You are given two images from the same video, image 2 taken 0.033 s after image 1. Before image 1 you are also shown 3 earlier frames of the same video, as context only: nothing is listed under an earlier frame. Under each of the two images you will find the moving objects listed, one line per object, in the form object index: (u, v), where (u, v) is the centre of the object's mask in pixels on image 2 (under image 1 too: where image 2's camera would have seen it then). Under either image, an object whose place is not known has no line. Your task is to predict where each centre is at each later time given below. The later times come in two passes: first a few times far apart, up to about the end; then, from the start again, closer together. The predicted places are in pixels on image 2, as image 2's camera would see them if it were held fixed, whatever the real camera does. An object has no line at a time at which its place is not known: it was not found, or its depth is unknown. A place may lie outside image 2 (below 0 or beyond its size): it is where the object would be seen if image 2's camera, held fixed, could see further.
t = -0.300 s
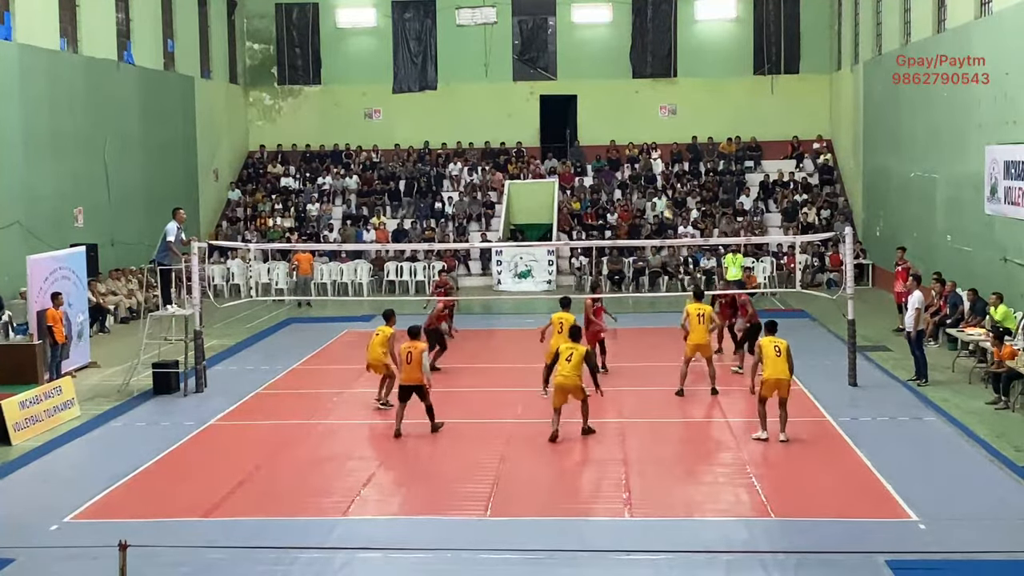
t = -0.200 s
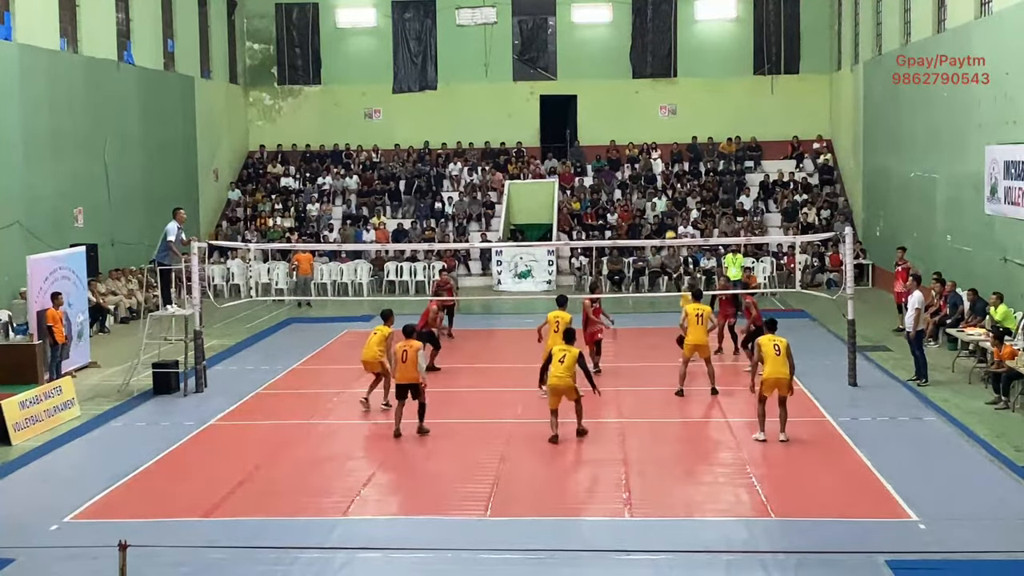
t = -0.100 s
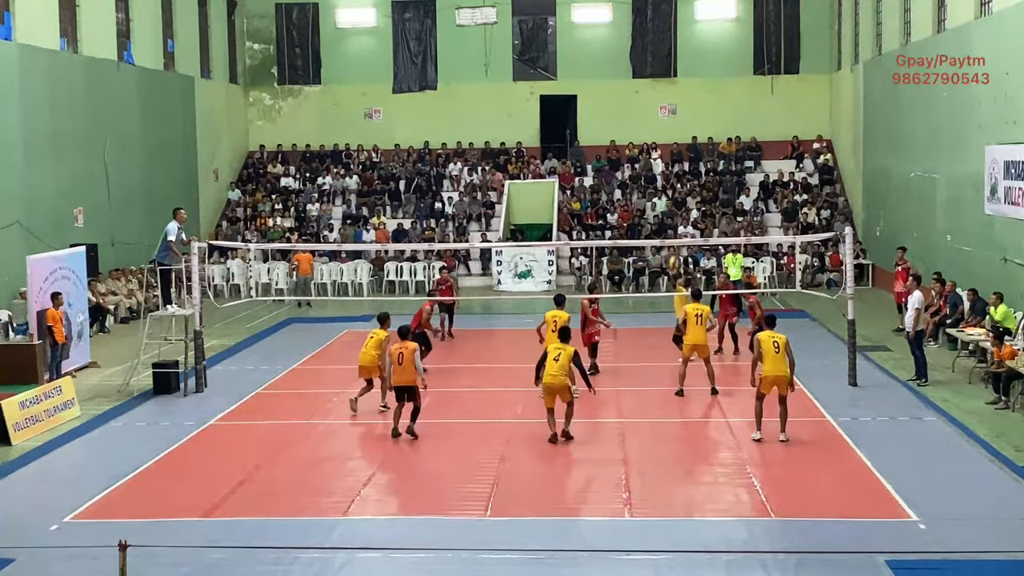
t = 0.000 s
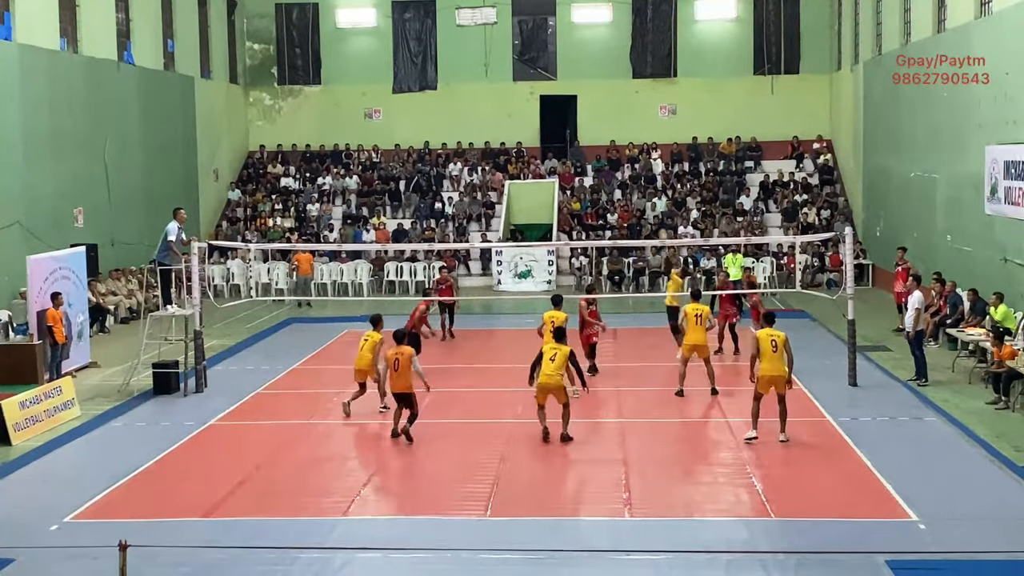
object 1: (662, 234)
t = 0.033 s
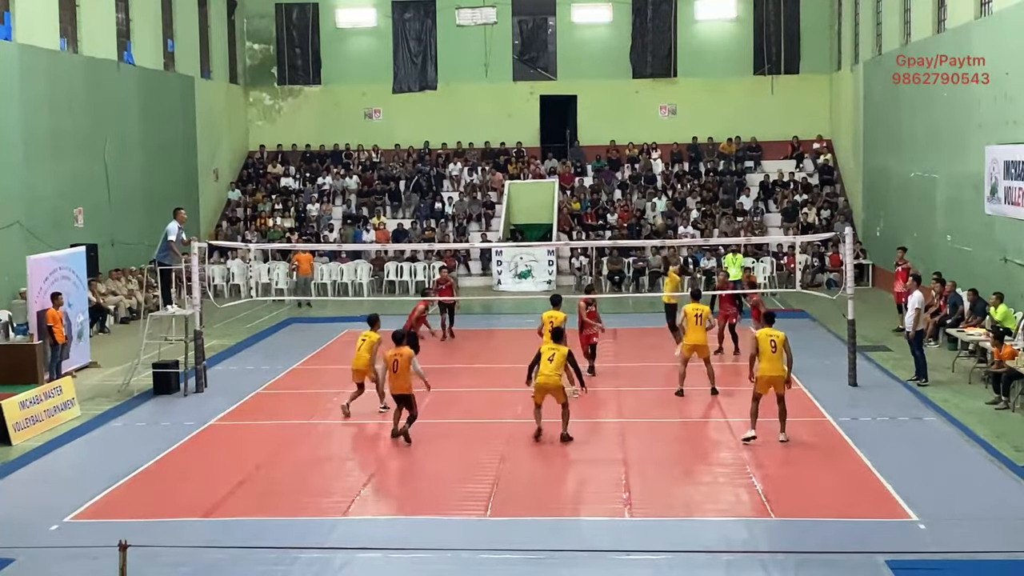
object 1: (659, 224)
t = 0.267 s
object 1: (626, 140)
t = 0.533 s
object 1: (589, 83)
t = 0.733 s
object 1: (563, 67)
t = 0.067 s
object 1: (655, 207)
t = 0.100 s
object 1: (649, 194)
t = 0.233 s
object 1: (632, 148)
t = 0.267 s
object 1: (626, 140)
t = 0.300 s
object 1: (621, 130)
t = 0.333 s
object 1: (617, 122)
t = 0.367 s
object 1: (612, 114)
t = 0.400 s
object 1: (607, 107)
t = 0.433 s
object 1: (603, 100)
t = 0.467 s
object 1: (598, 94)
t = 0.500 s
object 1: (593, 88)
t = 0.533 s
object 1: (589, 83)
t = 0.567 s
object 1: (584, 79)
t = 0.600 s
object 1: (580, 75)
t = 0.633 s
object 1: (575, 72)
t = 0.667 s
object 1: (571, 70)
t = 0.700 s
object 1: (567, 68)
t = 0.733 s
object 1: (563, 67)
